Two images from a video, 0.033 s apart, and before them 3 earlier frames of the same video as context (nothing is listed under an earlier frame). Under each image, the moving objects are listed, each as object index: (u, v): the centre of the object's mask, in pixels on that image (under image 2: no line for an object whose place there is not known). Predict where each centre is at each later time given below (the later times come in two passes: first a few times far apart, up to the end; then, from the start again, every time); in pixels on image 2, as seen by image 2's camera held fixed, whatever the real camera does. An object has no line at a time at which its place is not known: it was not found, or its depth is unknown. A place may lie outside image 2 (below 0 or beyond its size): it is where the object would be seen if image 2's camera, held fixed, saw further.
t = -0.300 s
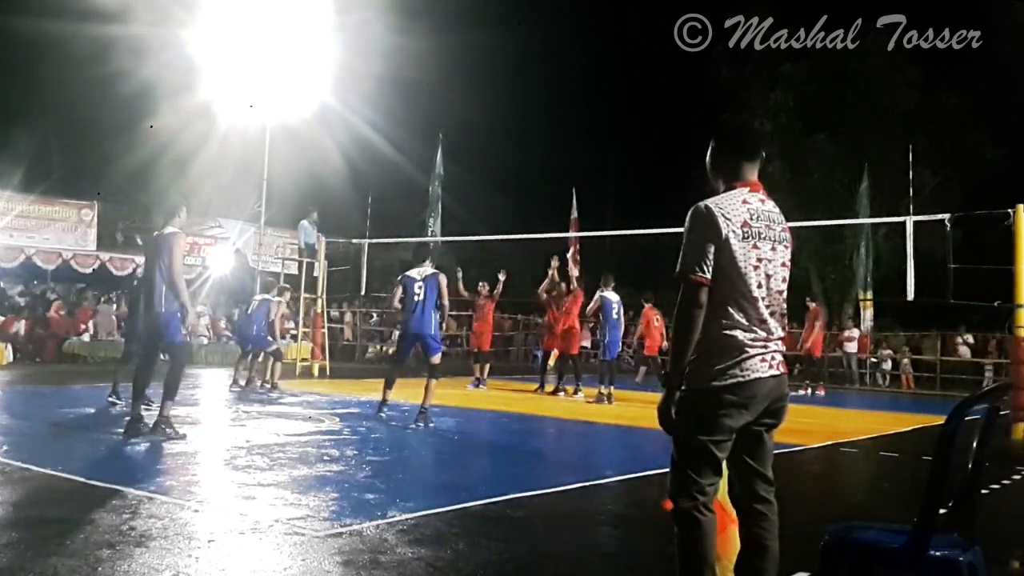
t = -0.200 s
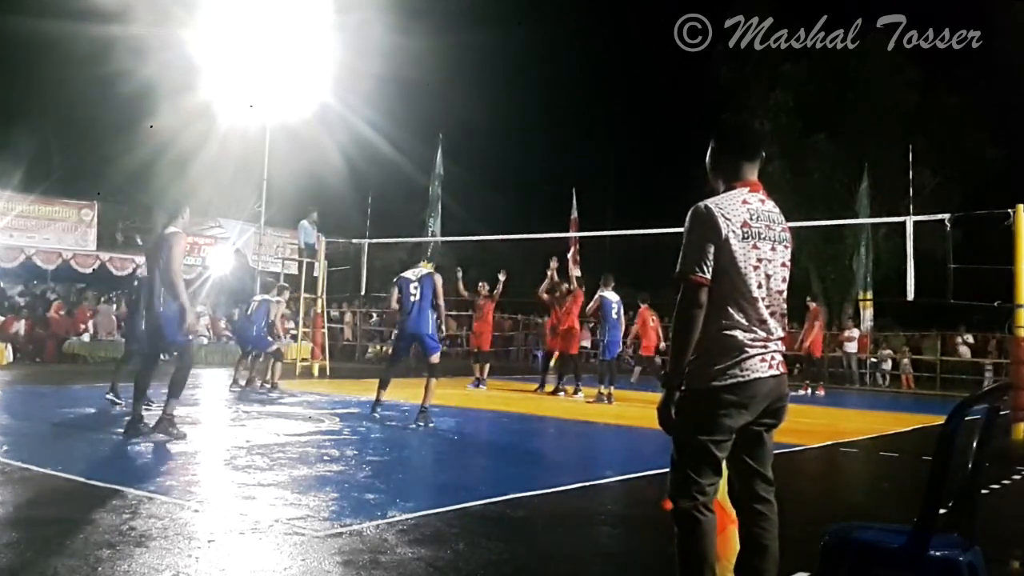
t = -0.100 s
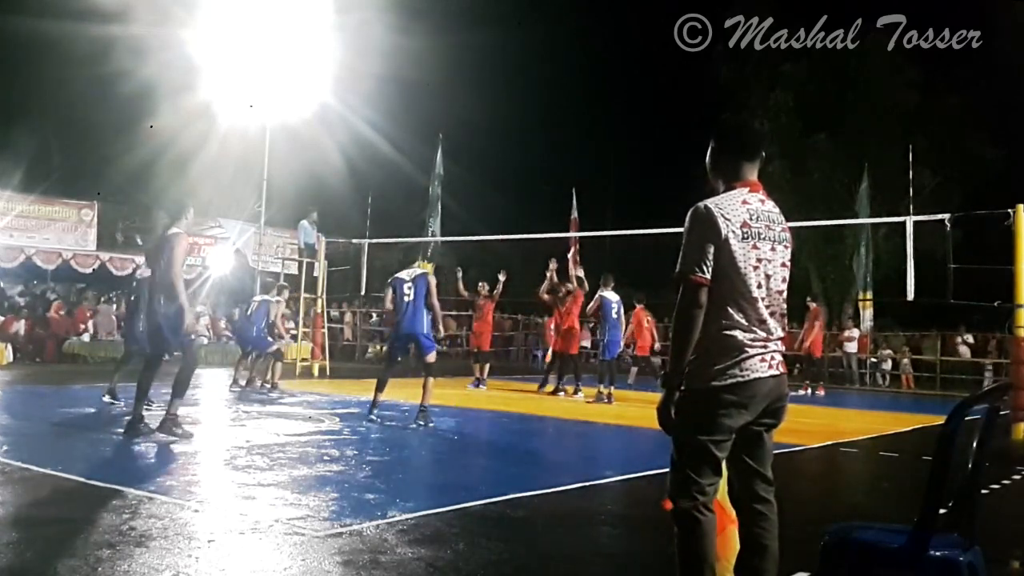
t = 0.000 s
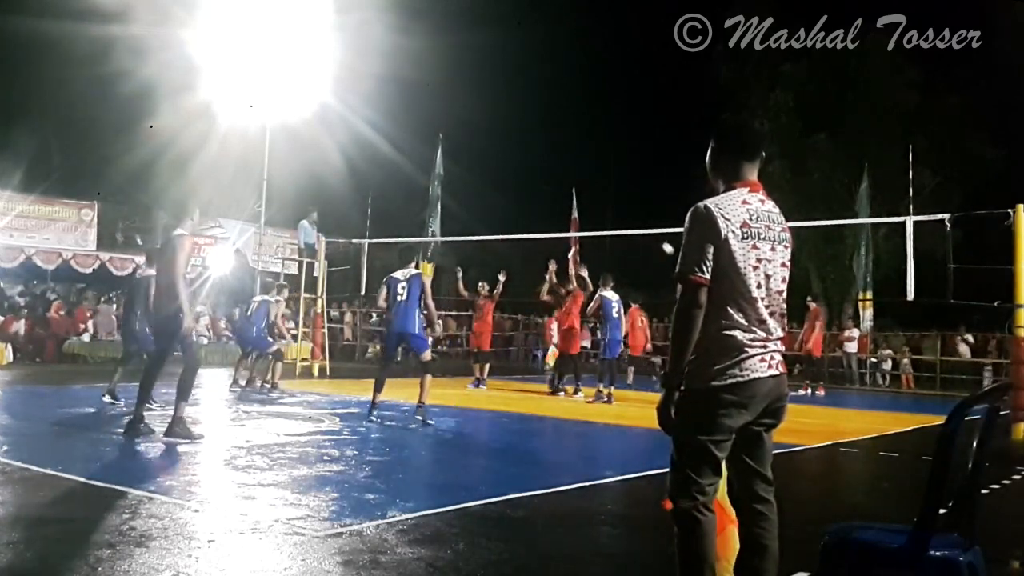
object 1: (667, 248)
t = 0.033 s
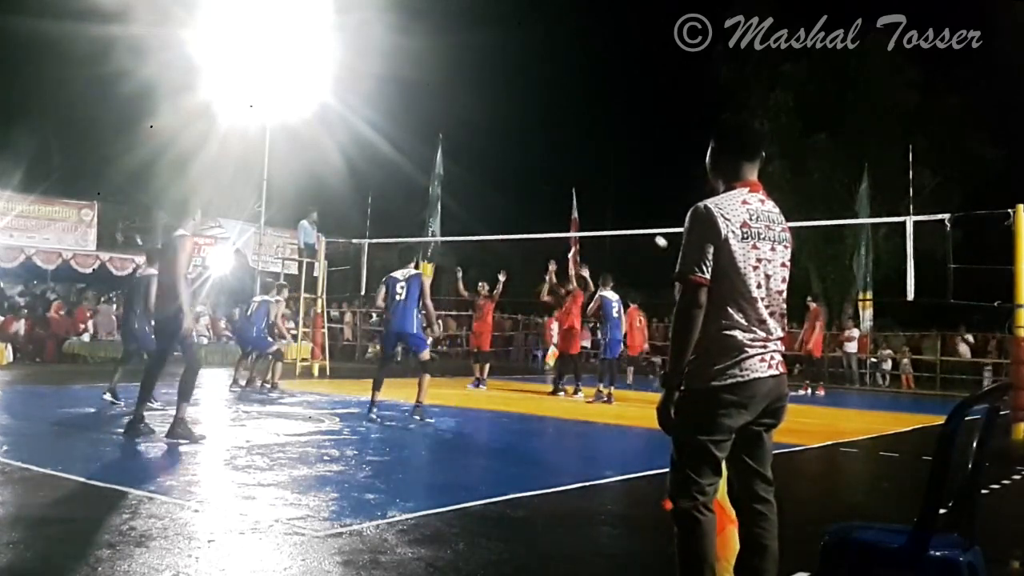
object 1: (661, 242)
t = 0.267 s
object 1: (609, 201)
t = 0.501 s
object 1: (544, 181)
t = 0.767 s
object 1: (449, 199)
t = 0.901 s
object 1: (388, 227)
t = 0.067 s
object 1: (654, 236)
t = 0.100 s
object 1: (645, 227)
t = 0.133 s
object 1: (639, 223)
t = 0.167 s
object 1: (632, 217)
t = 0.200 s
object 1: (624, 211)
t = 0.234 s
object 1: (616, 205)
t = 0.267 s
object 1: (609, 201)
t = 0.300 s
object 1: (601, 197)
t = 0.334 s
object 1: (592, 192)
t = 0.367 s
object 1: (583, 189)
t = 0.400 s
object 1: (574, 185)
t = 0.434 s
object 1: (564, 183)
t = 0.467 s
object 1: (555, 182)
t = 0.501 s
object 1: (544, 181)
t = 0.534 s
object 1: (533, 180)
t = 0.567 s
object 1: (523, 181)
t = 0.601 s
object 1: (512, 182)
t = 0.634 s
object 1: (500, 184)
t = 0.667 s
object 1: (489, 187)
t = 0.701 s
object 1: (475, 190)
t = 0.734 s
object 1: (461, 194)
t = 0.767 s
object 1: (449, 199)
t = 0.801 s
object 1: (433, 205)
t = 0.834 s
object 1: (417, 212)
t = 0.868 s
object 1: (404, 219)
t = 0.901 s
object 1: (388, 227)
